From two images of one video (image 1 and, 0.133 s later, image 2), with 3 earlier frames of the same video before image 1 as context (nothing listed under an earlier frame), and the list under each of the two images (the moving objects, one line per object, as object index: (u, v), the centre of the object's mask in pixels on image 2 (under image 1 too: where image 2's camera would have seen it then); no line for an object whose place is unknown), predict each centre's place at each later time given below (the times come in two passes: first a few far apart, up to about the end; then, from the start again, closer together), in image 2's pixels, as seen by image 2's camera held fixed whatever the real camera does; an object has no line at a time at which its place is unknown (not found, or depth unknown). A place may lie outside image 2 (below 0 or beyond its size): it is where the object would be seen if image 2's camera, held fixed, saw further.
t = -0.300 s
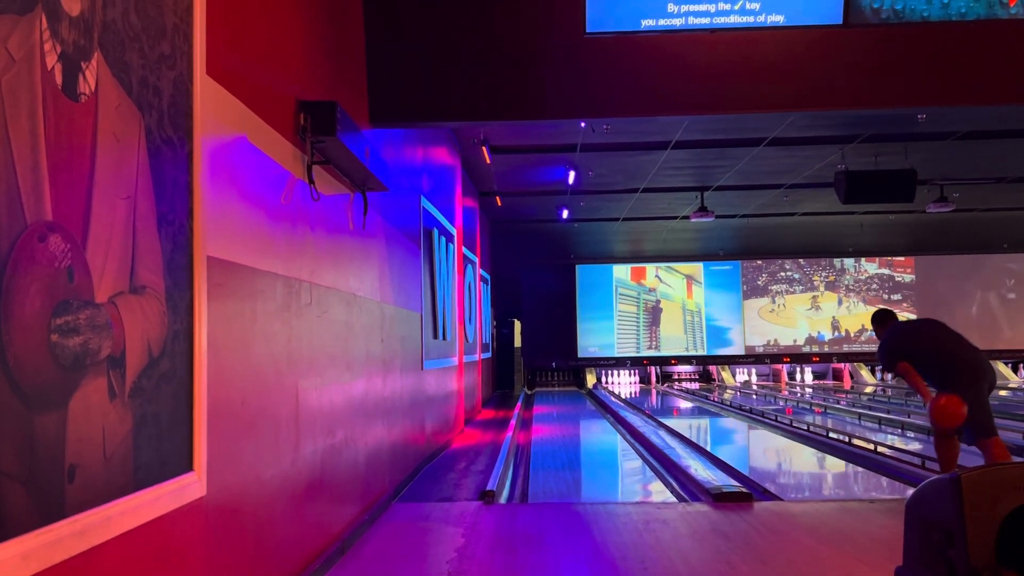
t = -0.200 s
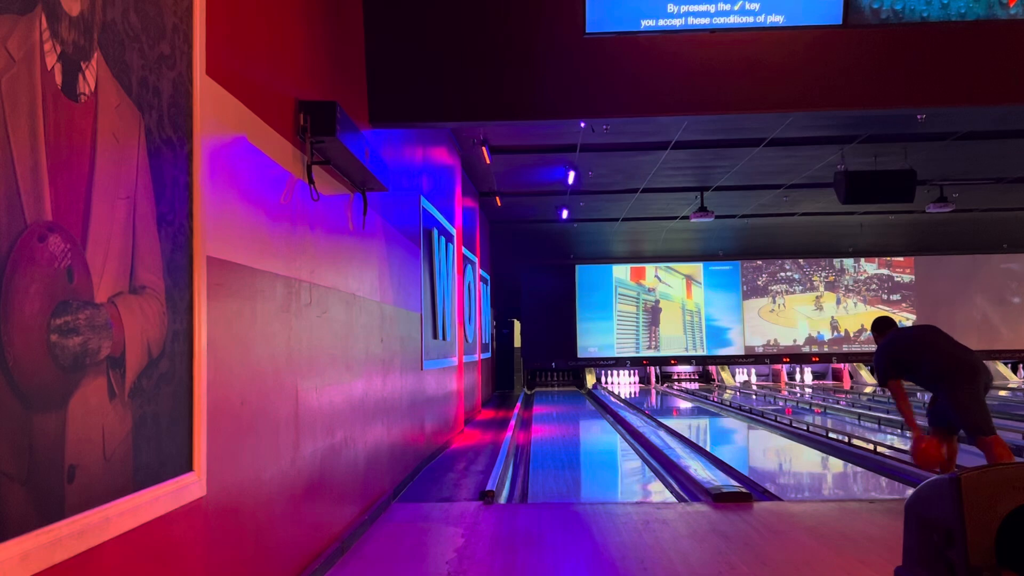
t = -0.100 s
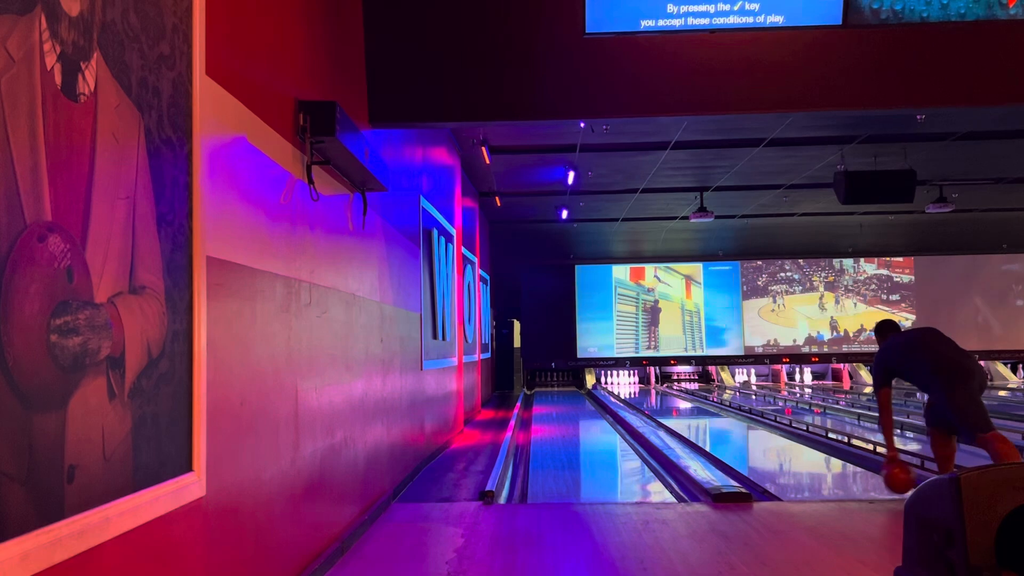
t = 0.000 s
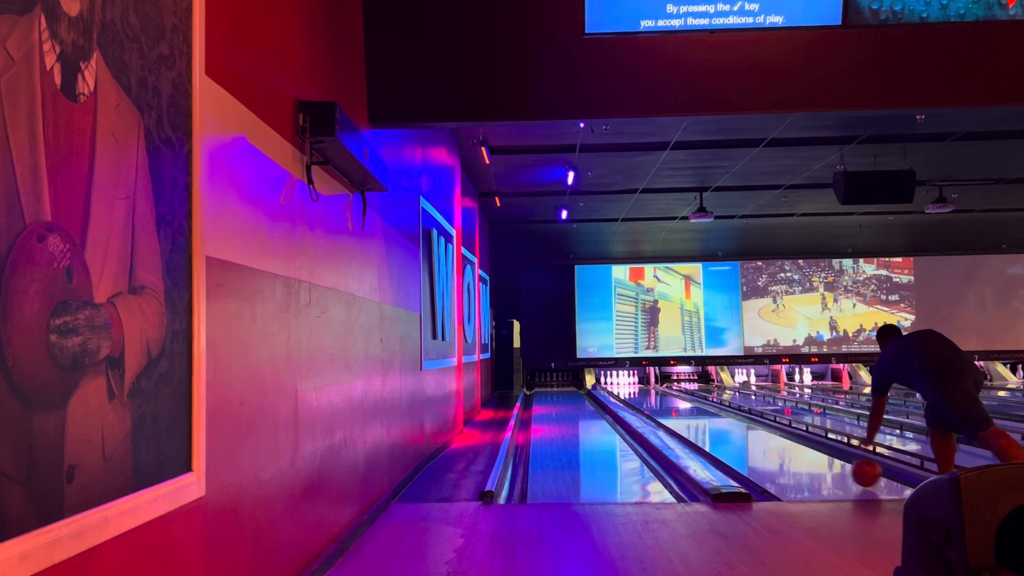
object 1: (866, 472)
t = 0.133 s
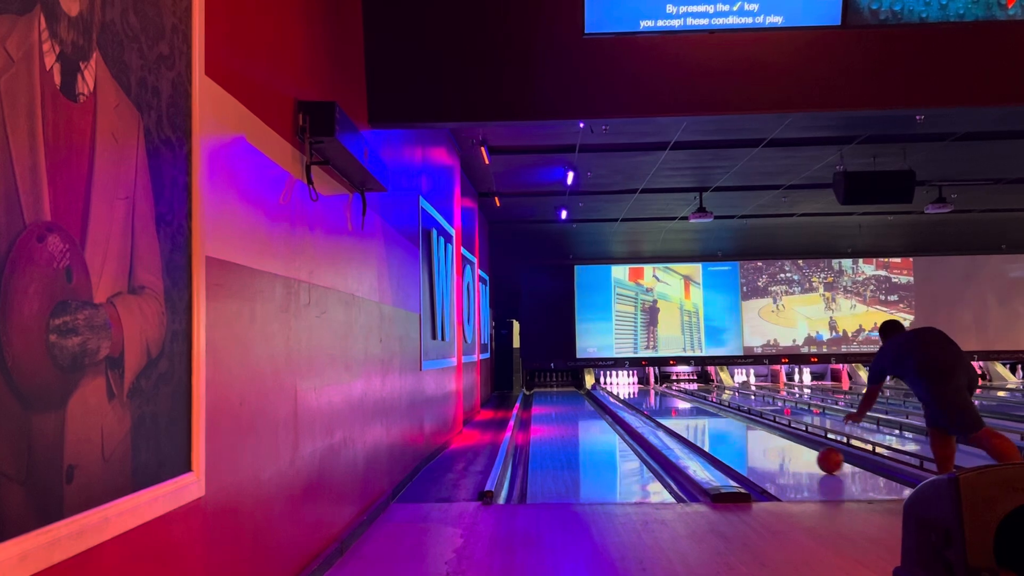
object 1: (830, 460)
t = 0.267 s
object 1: (801, 449)
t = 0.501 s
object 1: (762, 433)
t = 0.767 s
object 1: (729, 421)
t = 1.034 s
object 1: (705, 412)
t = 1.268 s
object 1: (688, 406)
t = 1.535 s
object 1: (673, 400)
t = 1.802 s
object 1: (659, 396)
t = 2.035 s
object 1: (649, 392)
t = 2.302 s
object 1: (640, 389)
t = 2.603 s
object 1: (631, 386)
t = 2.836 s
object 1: (625, 384)
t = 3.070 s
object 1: (620, 382)
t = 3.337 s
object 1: (619, 381)
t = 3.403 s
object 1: (619, 381)
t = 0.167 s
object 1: (822, 457)
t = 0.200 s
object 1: (815, 455)
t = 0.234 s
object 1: (807, 452)
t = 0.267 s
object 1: (801, 449)
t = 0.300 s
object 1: (794, 447)
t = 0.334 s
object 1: (788, 444)
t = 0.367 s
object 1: (782, 442)
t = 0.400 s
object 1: (777, 439)
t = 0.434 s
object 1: (772, 437)
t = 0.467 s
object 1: (767, 435)
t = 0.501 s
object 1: (762, 433)
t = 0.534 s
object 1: (757, 432)
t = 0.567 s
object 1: (752, 430)
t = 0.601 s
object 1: (748, 428)
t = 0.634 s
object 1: (744, 427)
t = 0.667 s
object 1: (740, 425)
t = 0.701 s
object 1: (736, 424)
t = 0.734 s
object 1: (733, 423)
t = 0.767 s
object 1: (729, 421)
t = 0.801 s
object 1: (726, 420)
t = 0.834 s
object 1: (723, 419)
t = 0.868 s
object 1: (719, 418)
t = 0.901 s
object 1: (716, 417)
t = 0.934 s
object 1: (713, 416)
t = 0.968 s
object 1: (710, 414)
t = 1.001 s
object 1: (708, 413)
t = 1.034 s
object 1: (705, 412)
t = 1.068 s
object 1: (702, 412)
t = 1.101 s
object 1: (699, 411)
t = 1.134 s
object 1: (697, 410)
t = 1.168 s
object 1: (695, 409)
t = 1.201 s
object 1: (692, 408)
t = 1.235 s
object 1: (690, 407)
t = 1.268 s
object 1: (688, 406)
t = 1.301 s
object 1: (686, 405)
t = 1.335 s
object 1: (683, 404)
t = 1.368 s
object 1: (682, 403)
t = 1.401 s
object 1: (679, 403)
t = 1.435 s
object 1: (677, 402)
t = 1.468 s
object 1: (676, 401)
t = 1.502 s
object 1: (674, 401)
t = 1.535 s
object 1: (673, 400)
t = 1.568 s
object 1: (671, 400)
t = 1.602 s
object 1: (668, 399)
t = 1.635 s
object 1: (667, 398)
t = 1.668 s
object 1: (665, 398)
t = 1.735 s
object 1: (661, 397)
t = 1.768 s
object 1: (660, 396)
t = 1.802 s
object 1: (659, 396)
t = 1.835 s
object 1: (657, 395)
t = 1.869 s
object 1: (656, 395)
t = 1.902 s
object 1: (655, 394)
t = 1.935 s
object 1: (654, 394)
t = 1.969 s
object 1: (652, 393)
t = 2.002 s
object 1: (651, 393)
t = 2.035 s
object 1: (649, 392)
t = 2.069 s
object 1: (648, 392)
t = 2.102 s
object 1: (647, 391)
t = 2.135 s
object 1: (646, 391)
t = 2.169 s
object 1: (645, 390)
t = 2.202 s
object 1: (644, 390)
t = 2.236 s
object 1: (644, 390)
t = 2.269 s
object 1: (641, 389)
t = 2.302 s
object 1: (640, 389)
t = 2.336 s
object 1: (639, 388)
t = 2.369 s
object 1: (638, 388)
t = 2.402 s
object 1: (637, 388)
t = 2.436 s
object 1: (636, 387)
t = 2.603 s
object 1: (631, 386)
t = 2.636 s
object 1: (630, 385)
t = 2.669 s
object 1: (629, 385)
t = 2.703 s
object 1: (628, 385)
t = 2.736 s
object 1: (628, 384)
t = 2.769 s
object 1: (627, 384)
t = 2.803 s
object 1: (626, 384)
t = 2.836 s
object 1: (625, 384)
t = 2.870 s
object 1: (625, 383)
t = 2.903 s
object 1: (624, 383)
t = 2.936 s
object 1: (623, 383)
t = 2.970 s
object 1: (622, 383)
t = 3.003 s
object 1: (621, 383)
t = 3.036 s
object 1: (621, 383)
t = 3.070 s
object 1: (620, 382)
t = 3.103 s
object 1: (620, 382)
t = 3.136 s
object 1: (620, 381)
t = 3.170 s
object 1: (619, 381)
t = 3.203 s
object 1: (619, 381)
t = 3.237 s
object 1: (619, 381)
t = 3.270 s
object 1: (619, 381)
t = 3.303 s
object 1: (619, 381)
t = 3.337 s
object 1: (619, 381)
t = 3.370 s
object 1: (619, 381)
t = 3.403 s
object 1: (619, 381)
